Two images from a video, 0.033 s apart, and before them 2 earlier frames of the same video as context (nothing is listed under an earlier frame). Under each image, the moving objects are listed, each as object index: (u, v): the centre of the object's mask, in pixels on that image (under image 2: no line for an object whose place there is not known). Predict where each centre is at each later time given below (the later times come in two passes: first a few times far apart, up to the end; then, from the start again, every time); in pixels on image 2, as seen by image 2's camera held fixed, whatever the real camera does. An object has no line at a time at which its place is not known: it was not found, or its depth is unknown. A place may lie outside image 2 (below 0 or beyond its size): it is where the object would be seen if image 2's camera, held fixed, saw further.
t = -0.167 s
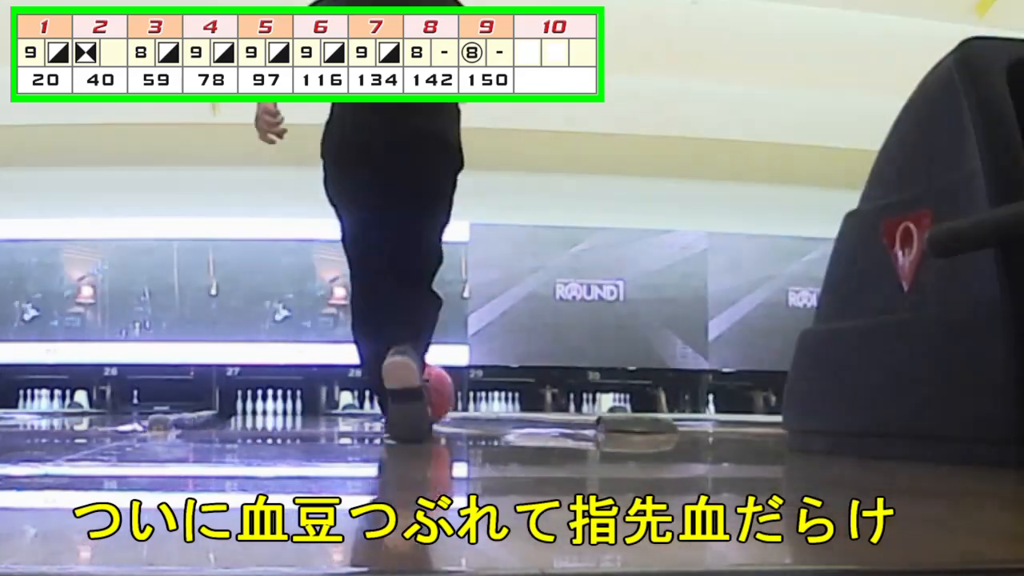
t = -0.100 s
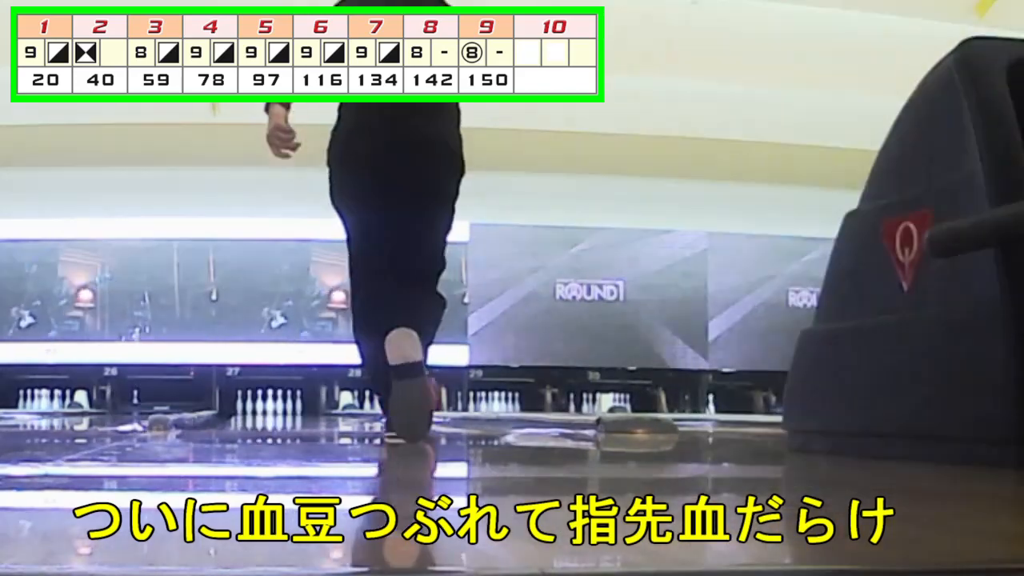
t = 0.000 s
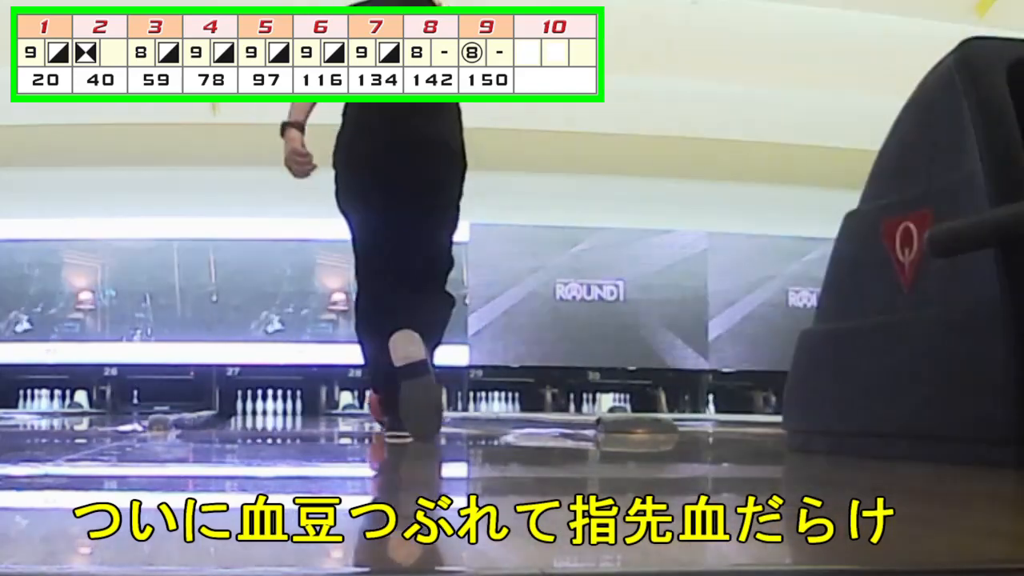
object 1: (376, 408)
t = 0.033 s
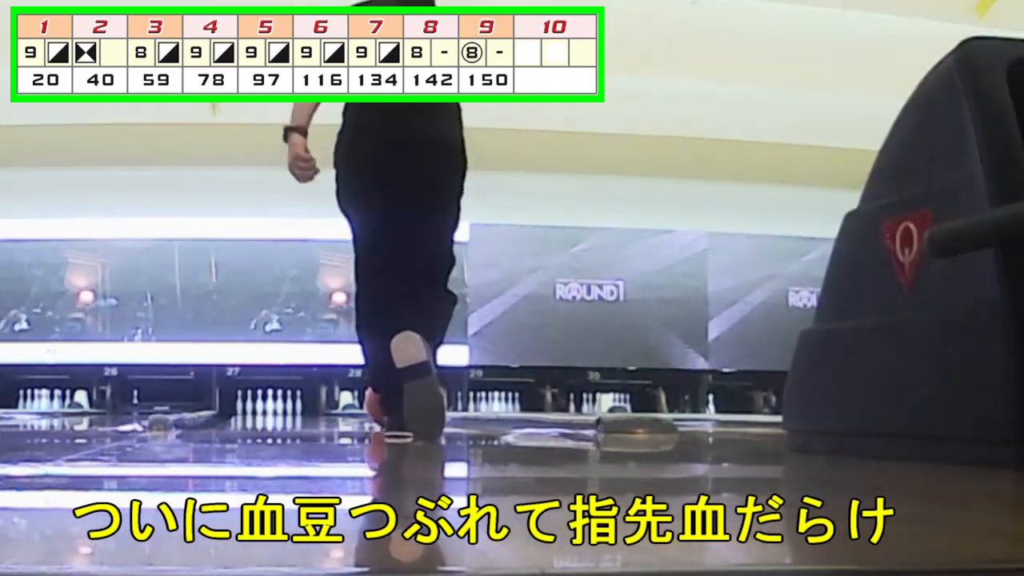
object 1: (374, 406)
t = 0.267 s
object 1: (364, 403)
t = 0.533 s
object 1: (346, 403)
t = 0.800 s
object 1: (331, 404)
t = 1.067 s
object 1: (321, 404)
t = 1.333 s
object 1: (313, 405)
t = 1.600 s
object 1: (305, 405)
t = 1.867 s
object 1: (299, 405)
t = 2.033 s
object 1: (295, 406)
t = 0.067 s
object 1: (371, 406)
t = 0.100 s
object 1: (369, 405)
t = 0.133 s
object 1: (369, 405)
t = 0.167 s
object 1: (367, 404)
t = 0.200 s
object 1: (365, 404)
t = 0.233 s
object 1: (365, 404)
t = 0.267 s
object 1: (364, 403)
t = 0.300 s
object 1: (363, 403)
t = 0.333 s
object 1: (361, 403)
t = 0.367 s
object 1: (358, 403)
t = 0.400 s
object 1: (355, 403)
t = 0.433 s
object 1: (354, 403)
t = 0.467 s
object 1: (350, 403)
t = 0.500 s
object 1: (347, 403)
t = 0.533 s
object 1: (346, 403)
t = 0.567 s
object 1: (344, 403)
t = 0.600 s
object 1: (342, 403)
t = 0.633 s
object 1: (341, 403)
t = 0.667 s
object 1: (338, 404)
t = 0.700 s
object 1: (337, 404)
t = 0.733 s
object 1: (336, 404)
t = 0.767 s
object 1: (334, 404)
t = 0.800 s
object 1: (331, 404)
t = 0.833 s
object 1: (331, 404)
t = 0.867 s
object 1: (329, 405)
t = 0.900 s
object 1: (328, 404)
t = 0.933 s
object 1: (327, 404)
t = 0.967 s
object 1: (326, 403)
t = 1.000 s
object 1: (324, 404)
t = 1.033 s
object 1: (323, 404)
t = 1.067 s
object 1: (321, 404)
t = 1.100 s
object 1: (320, 404)
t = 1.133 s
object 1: (319, 404)
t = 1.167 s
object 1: (317, 405)
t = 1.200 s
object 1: (316, 405)
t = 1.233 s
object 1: (316, 405)
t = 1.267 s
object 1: (314, 404)
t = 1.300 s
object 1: (313, 405)
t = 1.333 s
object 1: (313, 405)
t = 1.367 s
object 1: (311, 405)
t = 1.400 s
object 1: (310, 405)
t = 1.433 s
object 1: (310, 405)
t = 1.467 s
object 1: (309, 405)
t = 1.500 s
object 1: (307, 405)
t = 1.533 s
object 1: (307, 405)
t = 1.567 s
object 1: (306, 405)
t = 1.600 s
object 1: (305, 405)
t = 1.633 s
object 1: (304, 405)
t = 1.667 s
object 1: (303, 405)
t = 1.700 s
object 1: (302, 405)
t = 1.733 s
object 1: (302, 405)
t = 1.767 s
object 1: (301, 405)
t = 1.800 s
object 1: (300, 405)
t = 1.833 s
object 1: (300, 405)
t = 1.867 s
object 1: (299, 405)
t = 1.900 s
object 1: (298, 405)
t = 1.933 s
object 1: (298, 405)
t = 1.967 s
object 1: (296, 406)
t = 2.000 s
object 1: (295, 406)
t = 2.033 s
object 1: (295, 406)
